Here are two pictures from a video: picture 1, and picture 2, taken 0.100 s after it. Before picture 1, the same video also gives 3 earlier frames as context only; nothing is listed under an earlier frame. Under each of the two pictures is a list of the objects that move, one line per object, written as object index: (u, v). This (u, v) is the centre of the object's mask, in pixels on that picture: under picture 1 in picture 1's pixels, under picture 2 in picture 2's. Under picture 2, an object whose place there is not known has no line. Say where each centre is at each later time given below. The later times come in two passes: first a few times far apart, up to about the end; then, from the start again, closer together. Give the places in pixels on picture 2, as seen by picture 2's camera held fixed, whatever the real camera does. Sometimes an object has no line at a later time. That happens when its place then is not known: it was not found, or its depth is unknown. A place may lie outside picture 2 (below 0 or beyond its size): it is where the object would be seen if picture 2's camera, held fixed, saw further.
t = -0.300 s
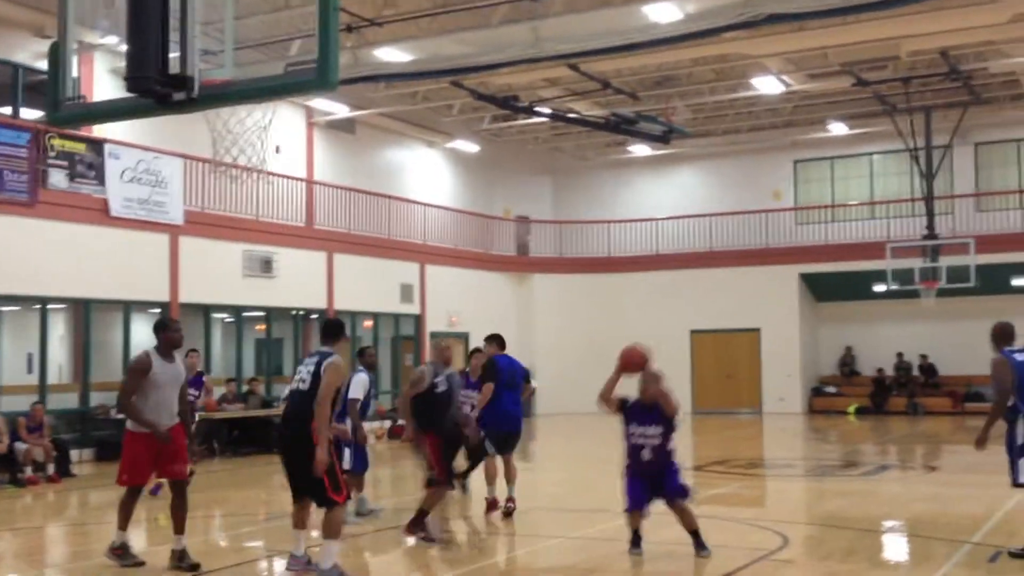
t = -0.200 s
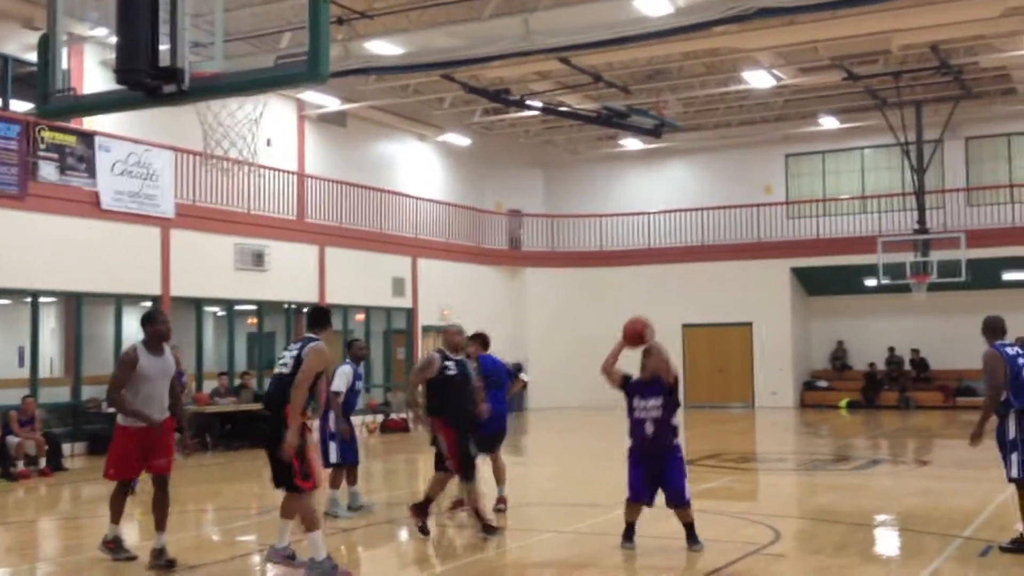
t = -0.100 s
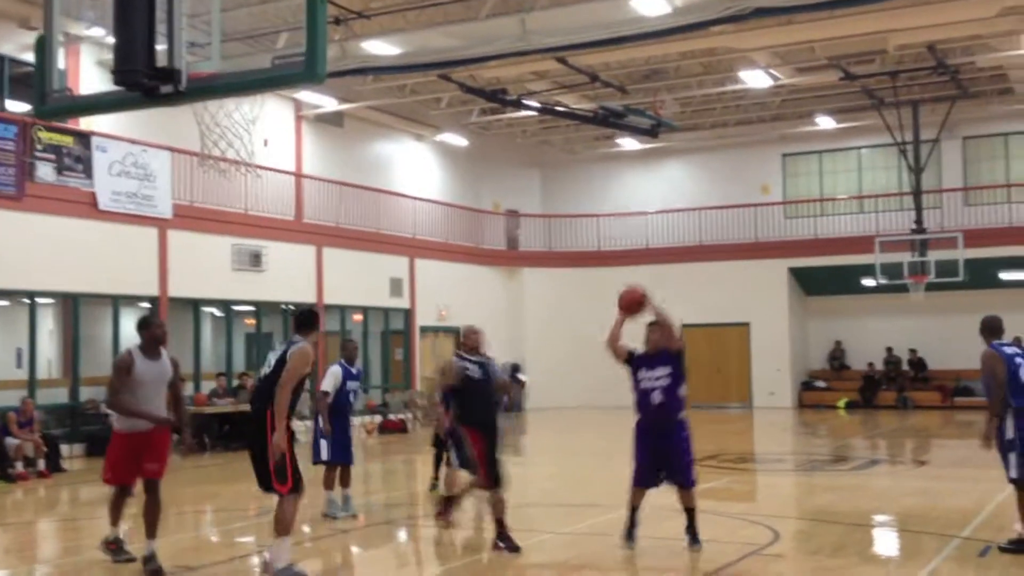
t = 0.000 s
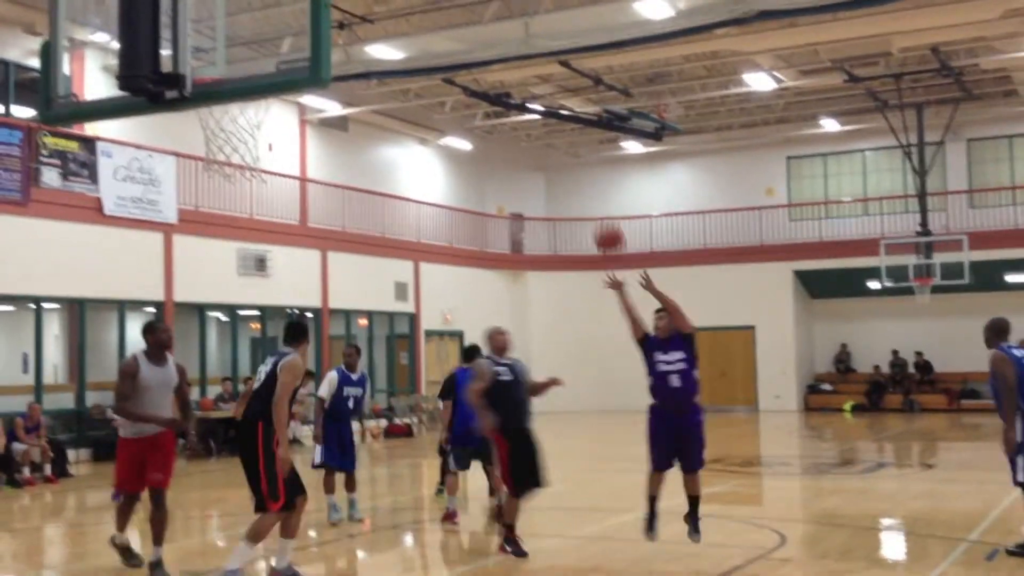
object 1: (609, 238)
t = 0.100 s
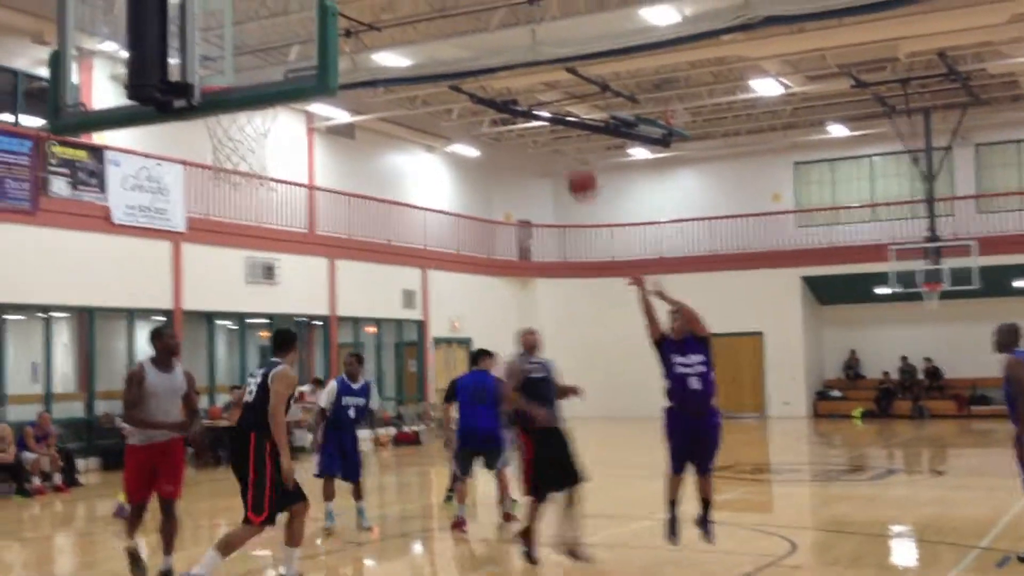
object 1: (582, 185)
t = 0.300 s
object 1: (497, 74)
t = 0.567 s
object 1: (382, 24)
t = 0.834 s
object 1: (251, 78)
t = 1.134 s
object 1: (274, 136)
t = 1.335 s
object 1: (302, 170)
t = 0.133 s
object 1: (559, 146)
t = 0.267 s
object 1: (509, 84)
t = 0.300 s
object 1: (497, 74)
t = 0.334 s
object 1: (484, 61)
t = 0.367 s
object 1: (470, 52)
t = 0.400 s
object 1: (456, 43)
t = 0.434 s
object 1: (442, 36)
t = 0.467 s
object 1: (426, 31)
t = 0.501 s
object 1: (413, 26)
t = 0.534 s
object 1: (397, 24)
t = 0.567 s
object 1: (382, 24)
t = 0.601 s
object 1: (367, 26)
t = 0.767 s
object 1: (286, 59)
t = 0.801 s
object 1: (265, 69)
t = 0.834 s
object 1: (251, 78)
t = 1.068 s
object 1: (257, 136)
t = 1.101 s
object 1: (267, 137)
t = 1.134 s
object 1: (274, 136)
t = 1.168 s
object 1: (281, 137)
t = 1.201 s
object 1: (285, 141)
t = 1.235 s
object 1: (290, 145)
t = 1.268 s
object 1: (295, 149)
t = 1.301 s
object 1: (298, 159)
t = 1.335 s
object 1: (302, 170)
